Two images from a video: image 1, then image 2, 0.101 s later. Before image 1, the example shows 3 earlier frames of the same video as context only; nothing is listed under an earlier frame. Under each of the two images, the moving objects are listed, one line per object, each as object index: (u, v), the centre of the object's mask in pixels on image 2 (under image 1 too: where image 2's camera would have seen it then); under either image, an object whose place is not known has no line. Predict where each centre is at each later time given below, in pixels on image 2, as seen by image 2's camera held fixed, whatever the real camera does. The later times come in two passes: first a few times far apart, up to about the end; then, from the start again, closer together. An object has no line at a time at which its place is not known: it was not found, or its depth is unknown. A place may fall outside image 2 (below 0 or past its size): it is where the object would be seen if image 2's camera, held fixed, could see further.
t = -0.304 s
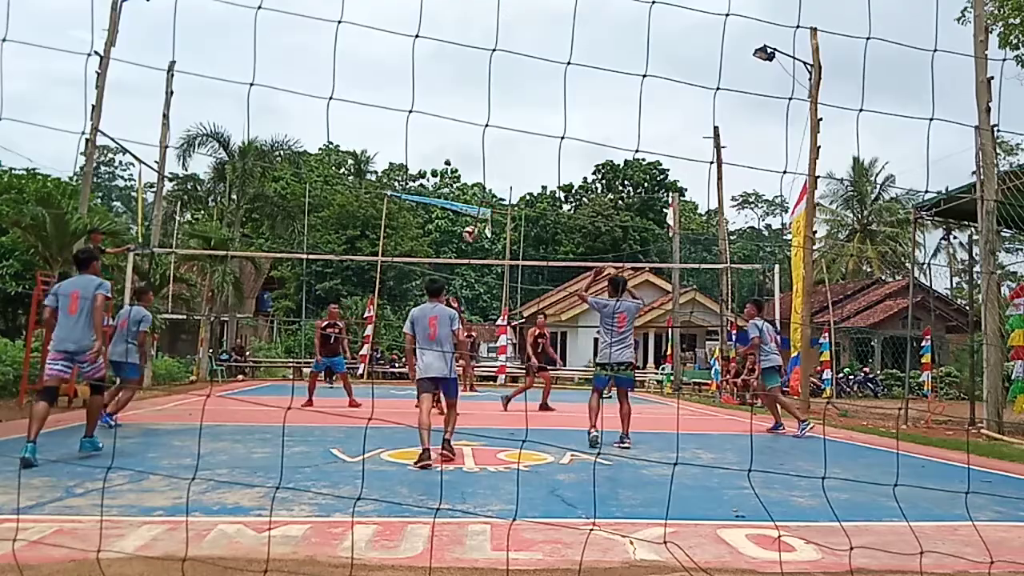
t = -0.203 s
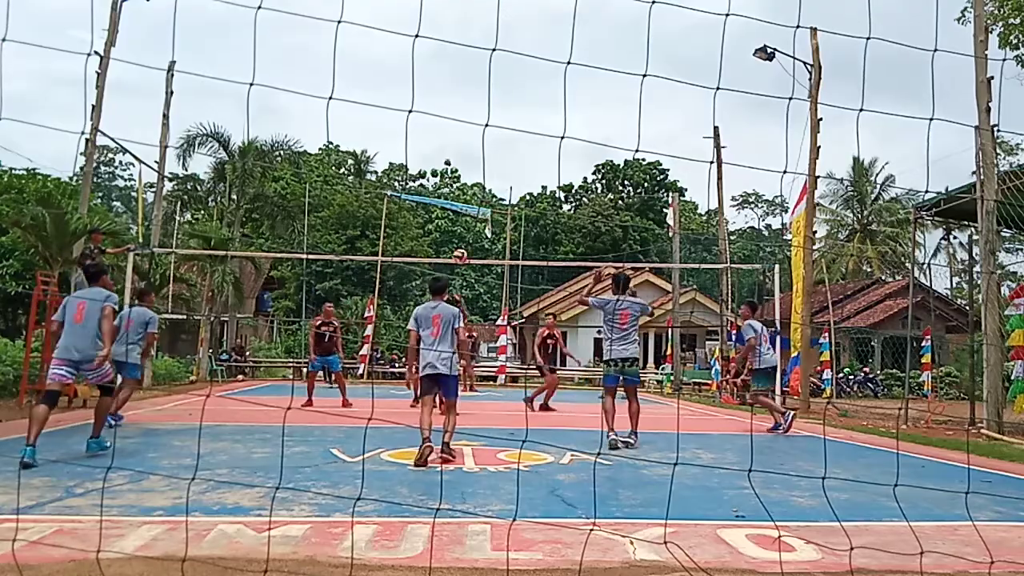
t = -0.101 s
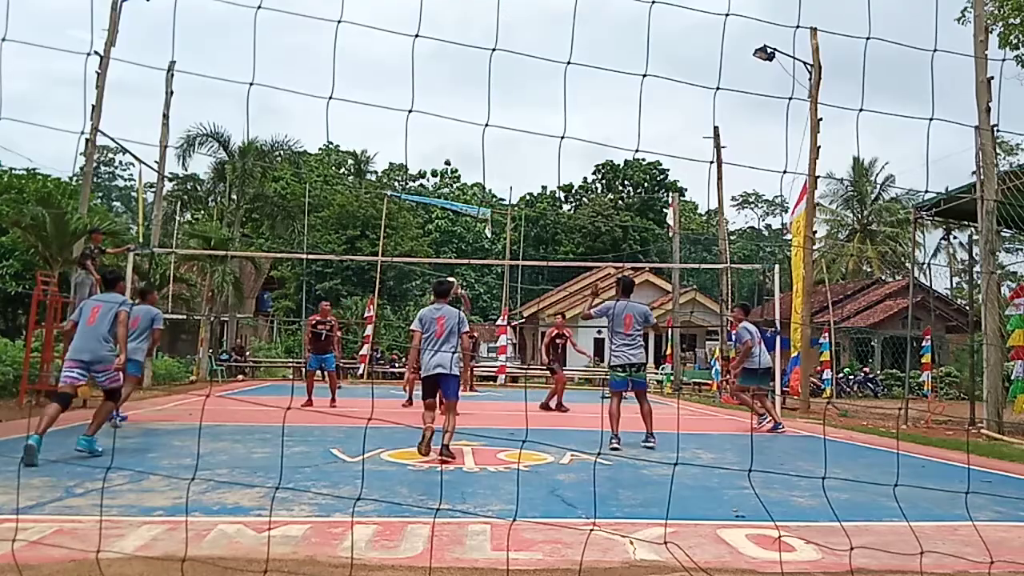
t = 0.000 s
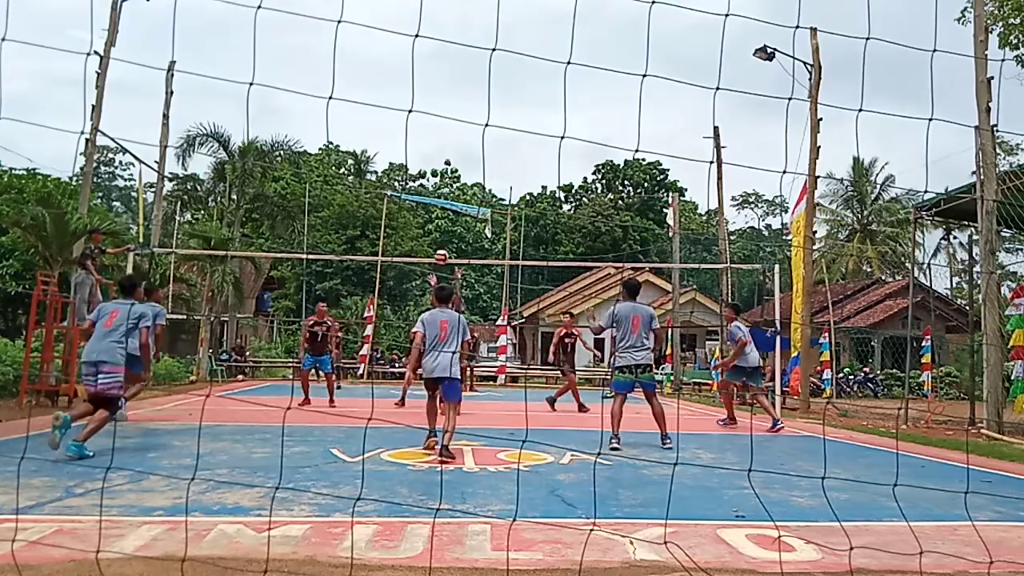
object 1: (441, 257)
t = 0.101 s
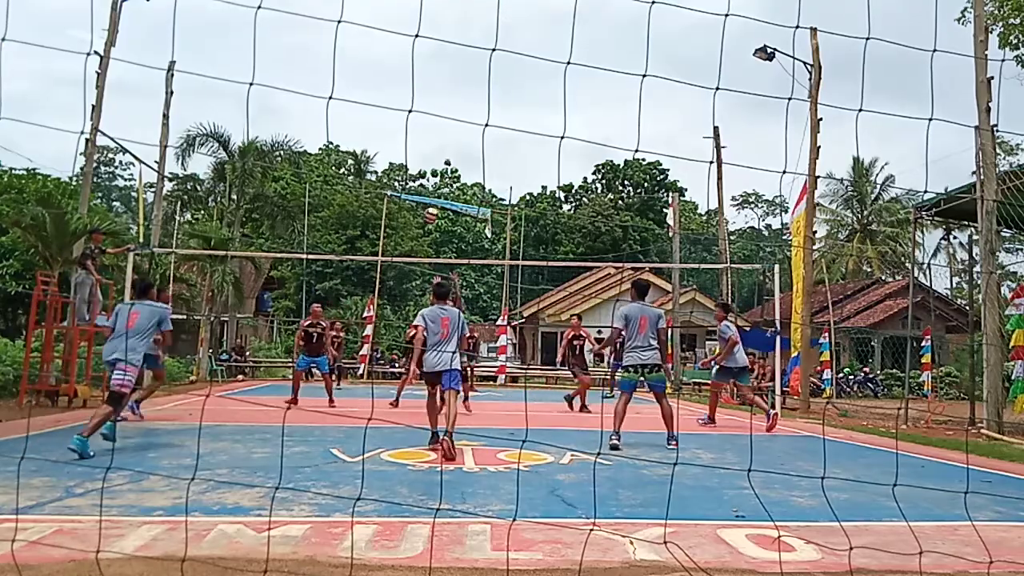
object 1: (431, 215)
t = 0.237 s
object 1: (418, 170)
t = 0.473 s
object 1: (394, 119)
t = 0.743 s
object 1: (366, 105)
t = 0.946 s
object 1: (344, 126)
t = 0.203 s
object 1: (422, 179)
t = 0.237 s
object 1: (418, 170)
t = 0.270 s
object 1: (415, 160)
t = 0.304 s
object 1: (411, 152)
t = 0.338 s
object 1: (408, 144)
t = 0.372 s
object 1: (405, 136)
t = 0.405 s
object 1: (401, 130)
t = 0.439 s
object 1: (398, 124)
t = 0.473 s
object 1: (394, 119)
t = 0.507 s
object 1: (391, 115)
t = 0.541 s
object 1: (387, 111)
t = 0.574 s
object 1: (384, 108)
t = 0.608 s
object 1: (380, 106)
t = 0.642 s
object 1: (377, 105)
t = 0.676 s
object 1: (374, 104)
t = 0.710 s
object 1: (370, 104)
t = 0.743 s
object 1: (366, 105)
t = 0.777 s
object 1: (362, 107)
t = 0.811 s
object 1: (359, 109)
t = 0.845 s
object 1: (355, 112)
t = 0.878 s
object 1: (351, 116)
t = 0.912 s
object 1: (347, 121)
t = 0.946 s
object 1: (344, 126)
